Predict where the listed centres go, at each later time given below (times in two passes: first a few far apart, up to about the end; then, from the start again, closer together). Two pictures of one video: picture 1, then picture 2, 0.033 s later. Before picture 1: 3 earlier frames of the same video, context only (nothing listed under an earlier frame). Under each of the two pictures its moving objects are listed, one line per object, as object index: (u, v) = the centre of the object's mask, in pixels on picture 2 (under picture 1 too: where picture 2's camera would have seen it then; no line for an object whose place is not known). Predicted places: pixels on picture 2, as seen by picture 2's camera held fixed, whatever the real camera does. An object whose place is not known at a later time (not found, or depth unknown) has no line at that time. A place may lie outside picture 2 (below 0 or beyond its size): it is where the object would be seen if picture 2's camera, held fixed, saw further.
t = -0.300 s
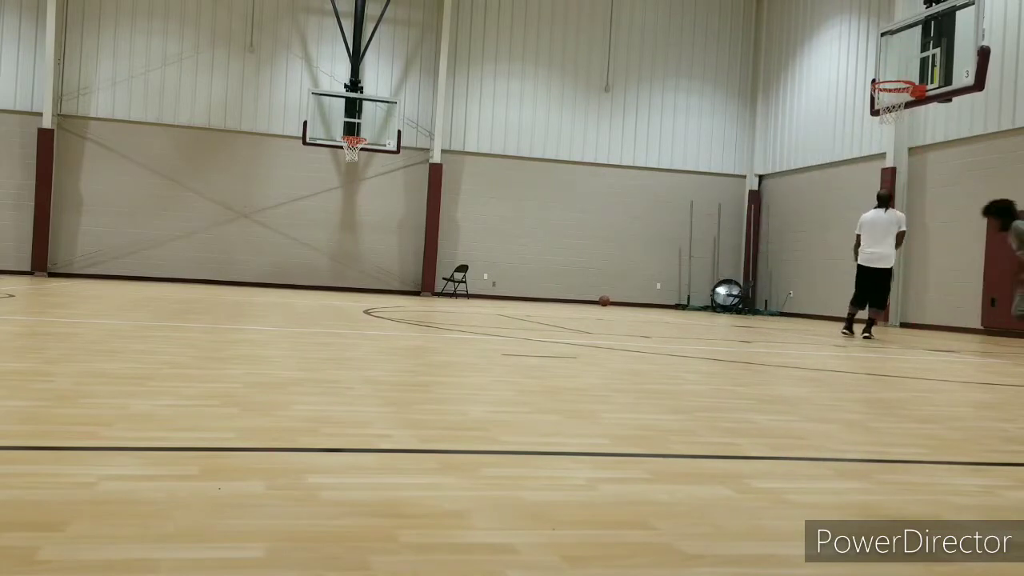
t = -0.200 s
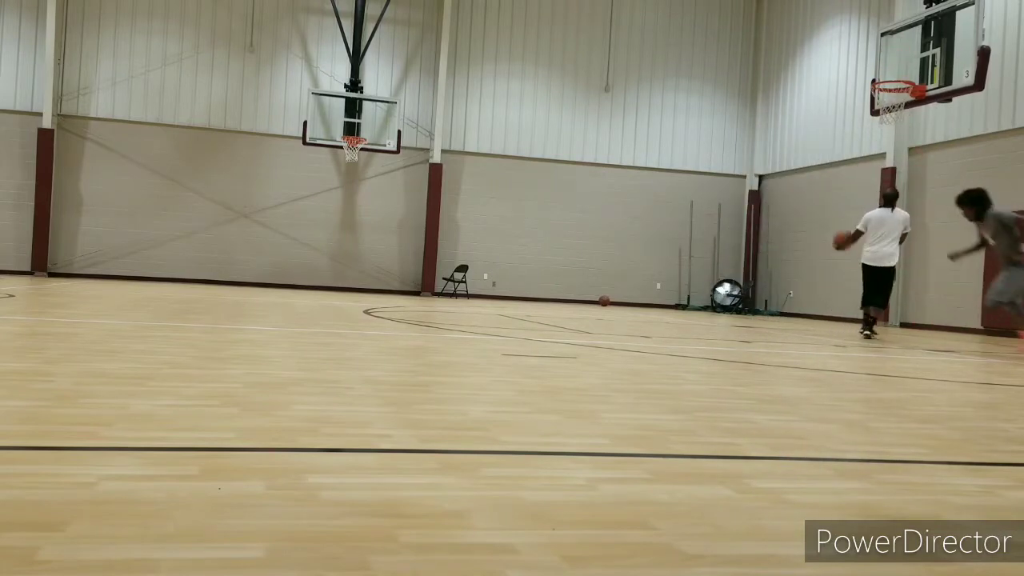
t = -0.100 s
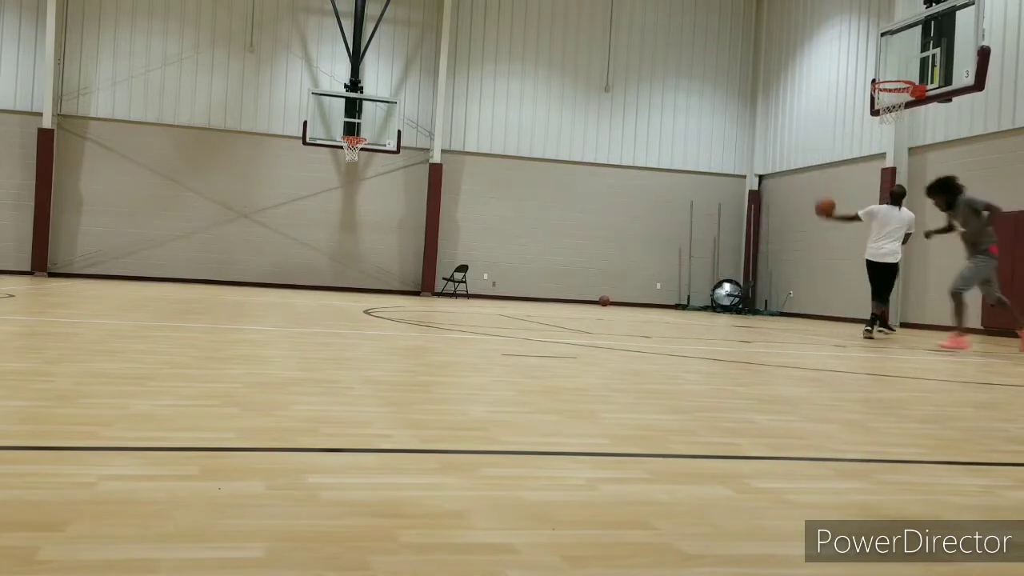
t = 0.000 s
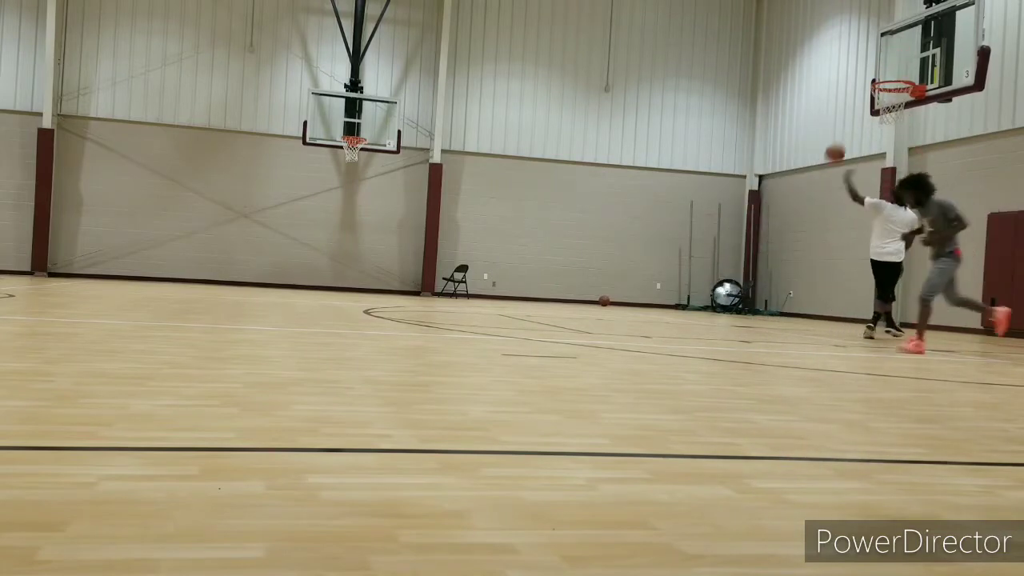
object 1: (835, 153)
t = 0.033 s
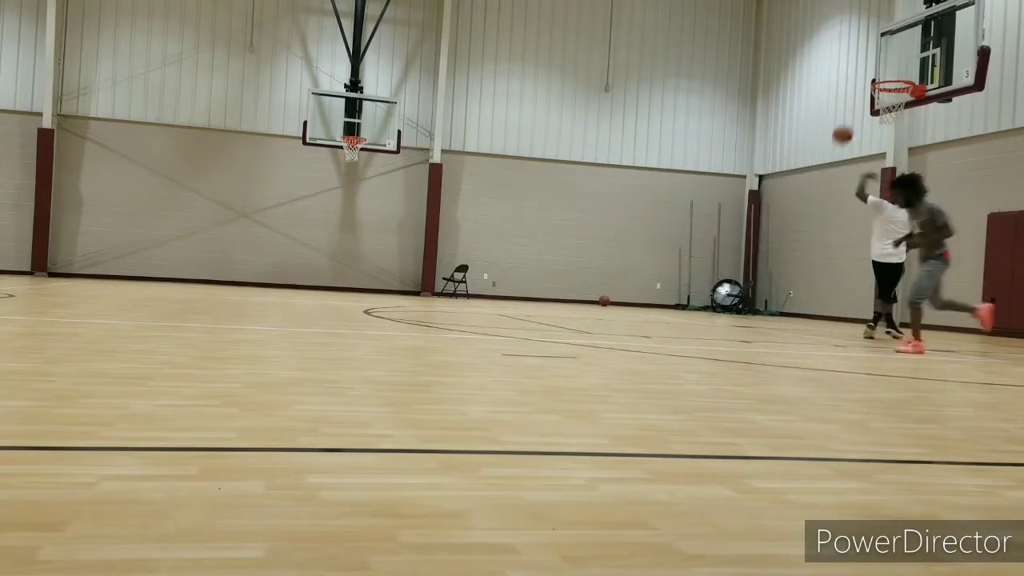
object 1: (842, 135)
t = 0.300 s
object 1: (864, 41)
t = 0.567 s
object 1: (826, 31)
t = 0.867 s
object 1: (777, 89)
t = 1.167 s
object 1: (719, 227)
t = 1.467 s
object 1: (687, 245)
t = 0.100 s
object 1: (857, 101)
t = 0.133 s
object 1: (863, 85)
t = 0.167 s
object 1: (871, 71)
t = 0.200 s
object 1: (877, 59)
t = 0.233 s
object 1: (873, 52)
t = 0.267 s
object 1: (868, 46)
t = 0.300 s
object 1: (864, 41)
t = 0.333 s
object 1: (859, 37)
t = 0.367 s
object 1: (855, 34)
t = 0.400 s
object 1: (850, 31)
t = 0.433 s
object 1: (846, 29)
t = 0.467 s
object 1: (841, 29)
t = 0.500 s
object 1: (836, 29)
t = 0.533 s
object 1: (831, 30)
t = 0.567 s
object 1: (826, 31)
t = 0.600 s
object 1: (821, 34)
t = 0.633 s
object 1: (816, 37)
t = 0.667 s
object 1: (810, 42)
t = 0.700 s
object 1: (805, 48)
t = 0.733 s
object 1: (800, 54)
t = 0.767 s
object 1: (794, 61)
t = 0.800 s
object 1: (788, 70)
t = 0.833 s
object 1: (783, 79)
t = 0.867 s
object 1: (777, 89)
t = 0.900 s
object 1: (771, 100)
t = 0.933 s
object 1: (765, 112)
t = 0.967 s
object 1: (759, 125)
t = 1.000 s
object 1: (752, 139)
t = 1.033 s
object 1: (746, 154)
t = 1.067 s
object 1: (739, 171)
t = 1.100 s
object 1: (733, 188)
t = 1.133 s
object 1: (726, 207)
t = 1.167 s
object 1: (719, 227)
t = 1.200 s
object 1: (712, 247)
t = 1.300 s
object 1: (691, 314)
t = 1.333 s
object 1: (688, 310)
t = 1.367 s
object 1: (688, 292)
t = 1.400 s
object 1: (688, 276)
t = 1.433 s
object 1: (687, 260)
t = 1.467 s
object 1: (687, 245)
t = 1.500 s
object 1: (686, 230)
